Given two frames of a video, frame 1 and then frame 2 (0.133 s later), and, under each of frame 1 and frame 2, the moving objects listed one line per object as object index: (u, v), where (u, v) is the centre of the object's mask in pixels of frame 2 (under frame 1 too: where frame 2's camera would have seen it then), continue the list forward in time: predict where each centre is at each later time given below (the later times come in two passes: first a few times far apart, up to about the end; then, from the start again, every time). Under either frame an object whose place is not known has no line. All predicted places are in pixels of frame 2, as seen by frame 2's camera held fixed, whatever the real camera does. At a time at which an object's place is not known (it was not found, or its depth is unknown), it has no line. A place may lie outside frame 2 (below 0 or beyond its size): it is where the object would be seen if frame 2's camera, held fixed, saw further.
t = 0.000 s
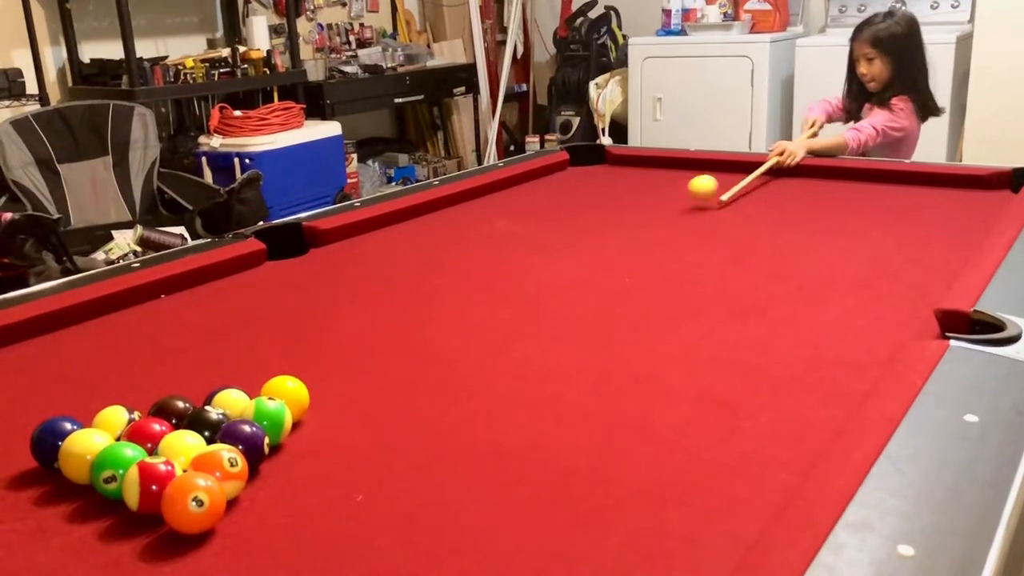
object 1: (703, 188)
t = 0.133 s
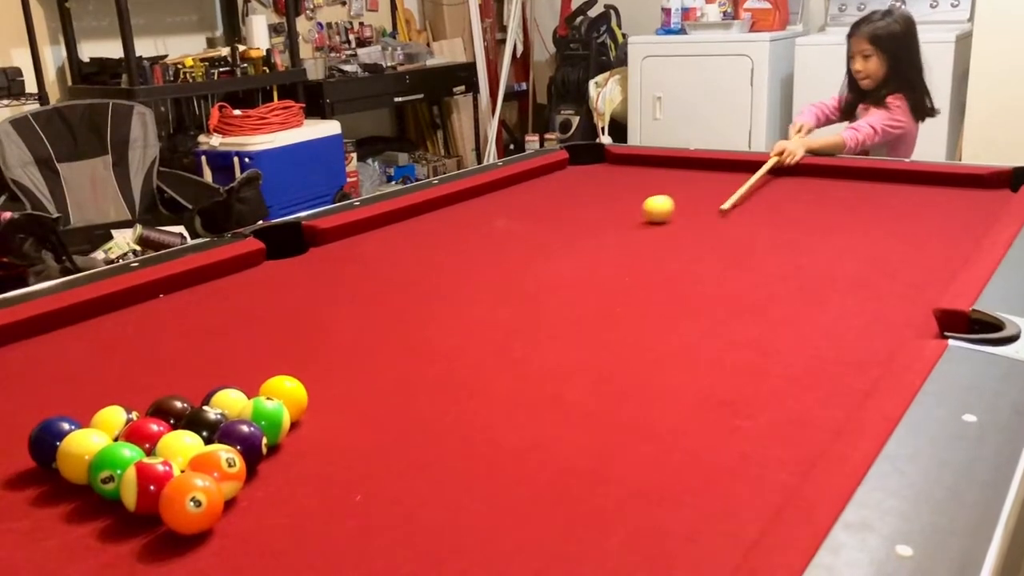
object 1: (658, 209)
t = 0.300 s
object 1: (607, 225)
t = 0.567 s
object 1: (522, 249)
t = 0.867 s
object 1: (411, 281)
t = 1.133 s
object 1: (295, 313)
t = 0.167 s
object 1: (648, 213)
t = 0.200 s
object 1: (637, 216)
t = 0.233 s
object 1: (627, 220)
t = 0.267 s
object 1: (616, 223)
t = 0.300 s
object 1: (607, 225)
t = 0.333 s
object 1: (597, 228)
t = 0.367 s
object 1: (586, 231)
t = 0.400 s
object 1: (576, 234)
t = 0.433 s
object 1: (566, 237)
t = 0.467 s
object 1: (555, 240)
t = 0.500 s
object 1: (545, 243)
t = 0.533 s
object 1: (533, 246)
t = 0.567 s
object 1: (522, 249)
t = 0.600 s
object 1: (510, 253)
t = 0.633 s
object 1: (499, 256)
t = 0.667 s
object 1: (487, 259)
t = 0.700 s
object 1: (475, 263)
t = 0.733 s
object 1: (463, 266)
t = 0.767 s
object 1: (450, 270)
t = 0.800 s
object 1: (438, 274)
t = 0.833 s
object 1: (424, 277)
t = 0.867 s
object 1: (411, 281)
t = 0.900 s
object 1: (398, 285)
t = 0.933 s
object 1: (384, 288)
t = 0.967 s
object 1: (370, 293)
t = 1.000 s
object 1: (356, 296)
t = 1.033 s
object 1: (341, 301)
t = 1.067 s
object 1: (326, 305)
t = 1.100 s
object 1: (311, 309)
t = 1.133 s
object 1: (295, 313)
